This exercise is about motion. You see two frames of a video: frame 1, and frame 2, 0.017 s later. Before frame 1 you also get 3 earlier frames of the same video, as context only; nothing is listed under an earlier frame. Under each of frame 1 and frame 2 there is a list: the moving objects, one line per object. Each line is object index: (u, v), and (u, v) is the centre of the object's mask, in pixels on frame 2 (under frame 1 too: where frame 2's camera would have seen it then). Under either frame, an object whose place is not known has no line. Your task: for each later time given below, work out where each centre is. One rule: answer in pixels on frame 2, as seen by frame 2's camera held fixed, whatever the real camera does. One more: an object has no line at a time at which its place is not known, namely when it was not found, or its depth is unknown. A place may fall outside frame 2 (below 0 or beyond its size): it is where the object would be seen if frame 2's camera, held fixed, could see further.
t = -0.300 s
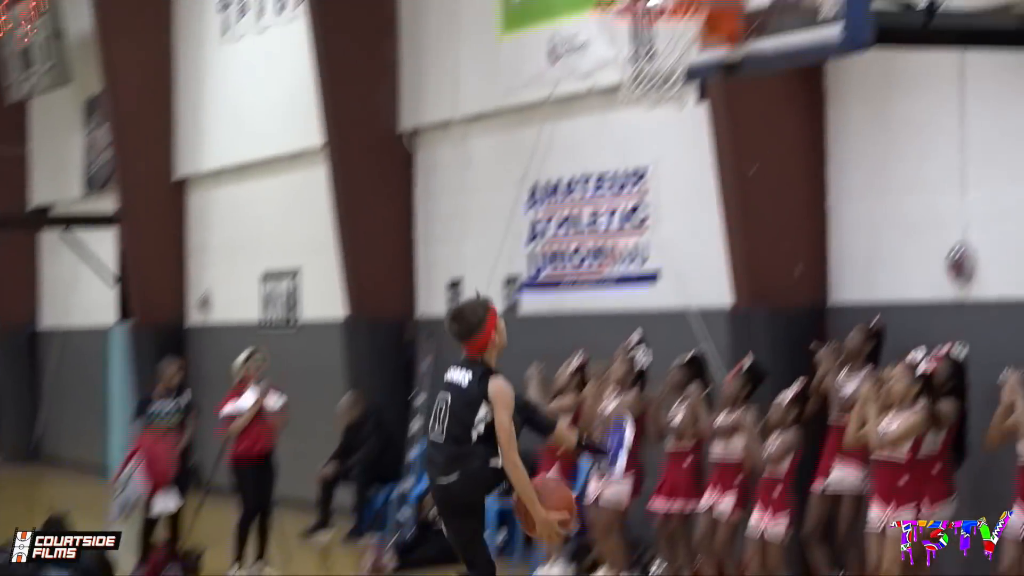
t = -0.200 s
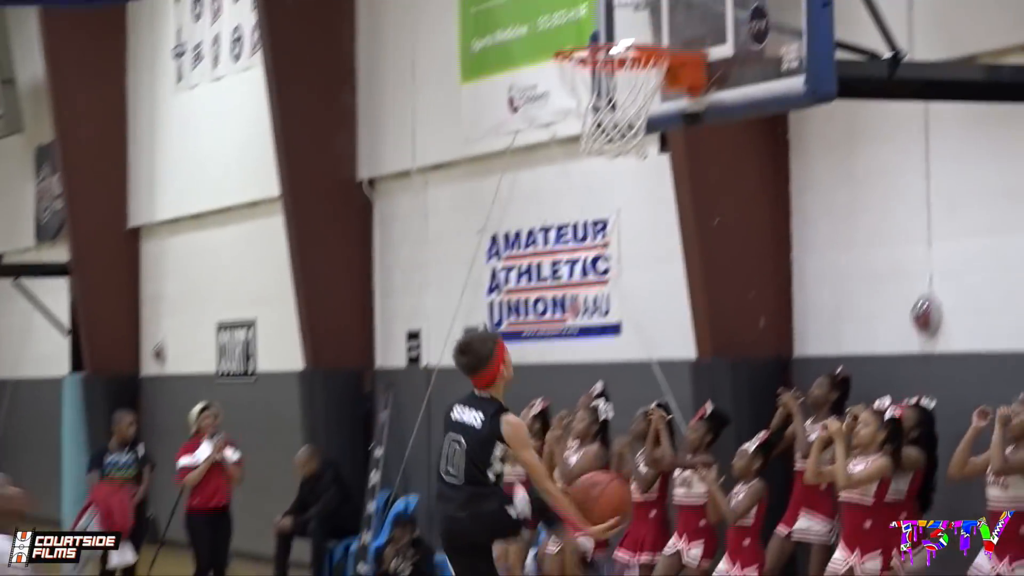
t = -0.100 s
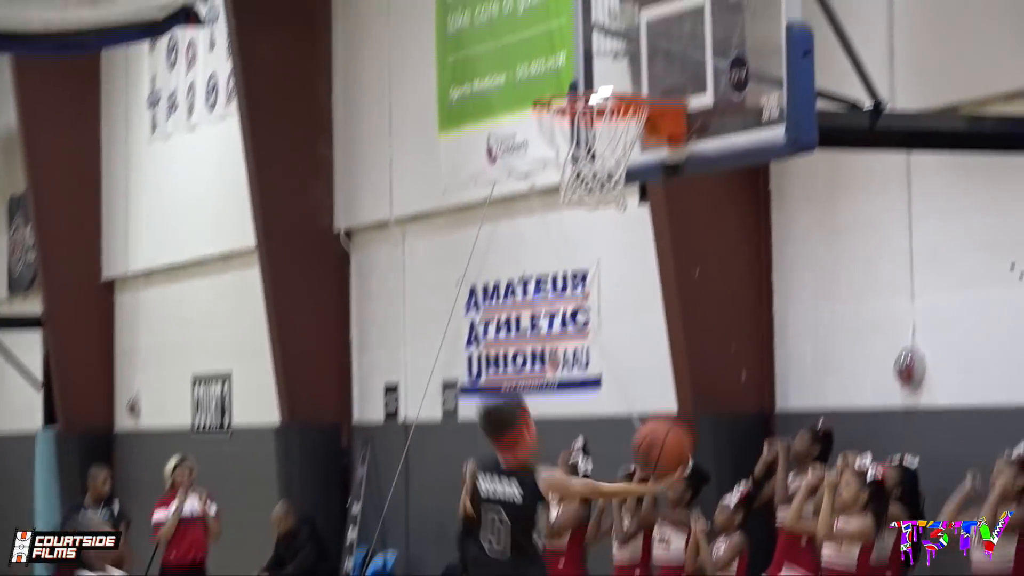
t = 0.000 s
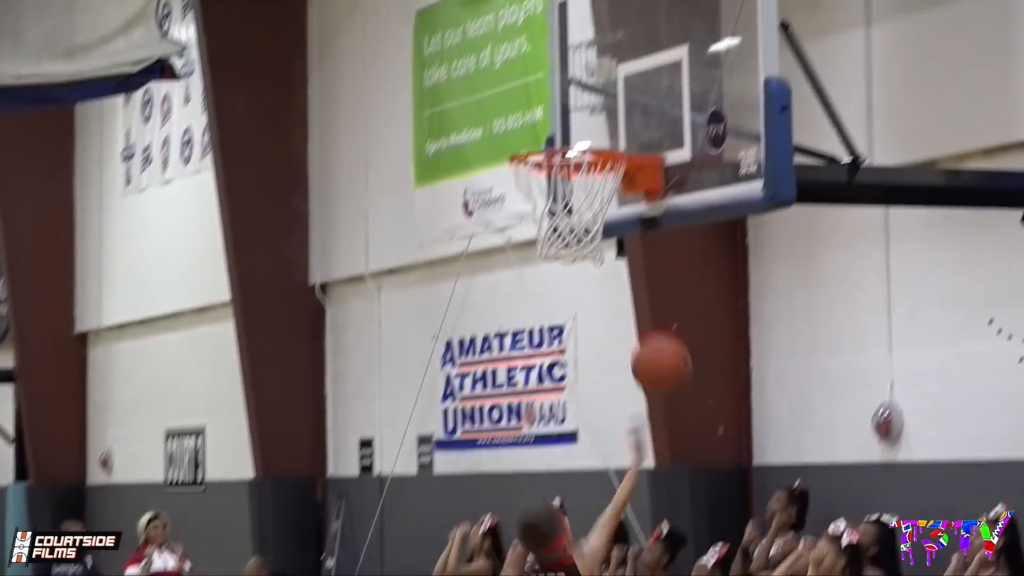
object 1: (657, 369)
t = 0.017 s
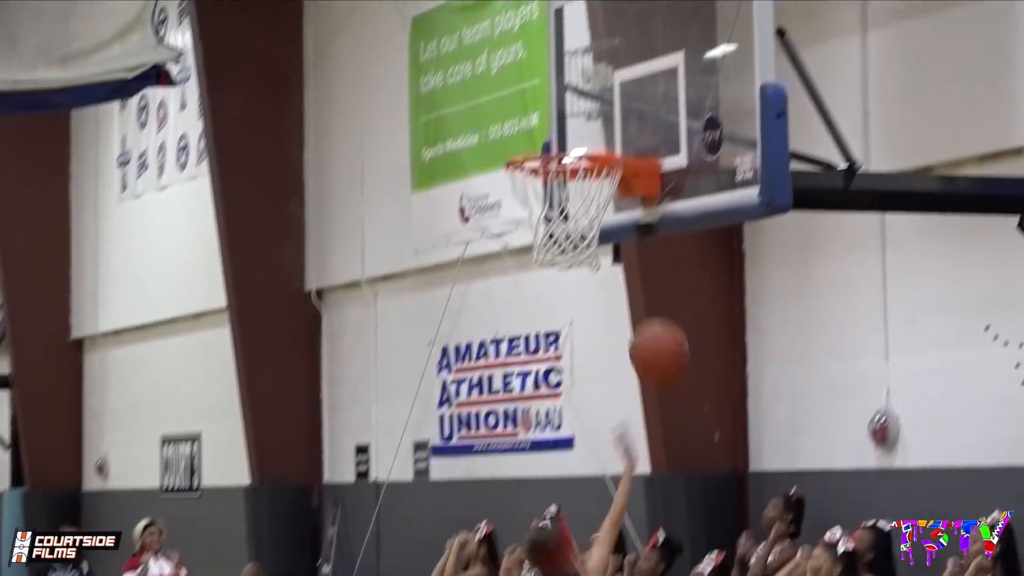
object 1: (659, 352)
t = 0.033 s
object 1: (660, 328)
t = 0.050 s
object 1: (661, 312)
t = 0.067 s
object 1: (664, 290)
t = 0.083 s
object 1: (665, 273)
